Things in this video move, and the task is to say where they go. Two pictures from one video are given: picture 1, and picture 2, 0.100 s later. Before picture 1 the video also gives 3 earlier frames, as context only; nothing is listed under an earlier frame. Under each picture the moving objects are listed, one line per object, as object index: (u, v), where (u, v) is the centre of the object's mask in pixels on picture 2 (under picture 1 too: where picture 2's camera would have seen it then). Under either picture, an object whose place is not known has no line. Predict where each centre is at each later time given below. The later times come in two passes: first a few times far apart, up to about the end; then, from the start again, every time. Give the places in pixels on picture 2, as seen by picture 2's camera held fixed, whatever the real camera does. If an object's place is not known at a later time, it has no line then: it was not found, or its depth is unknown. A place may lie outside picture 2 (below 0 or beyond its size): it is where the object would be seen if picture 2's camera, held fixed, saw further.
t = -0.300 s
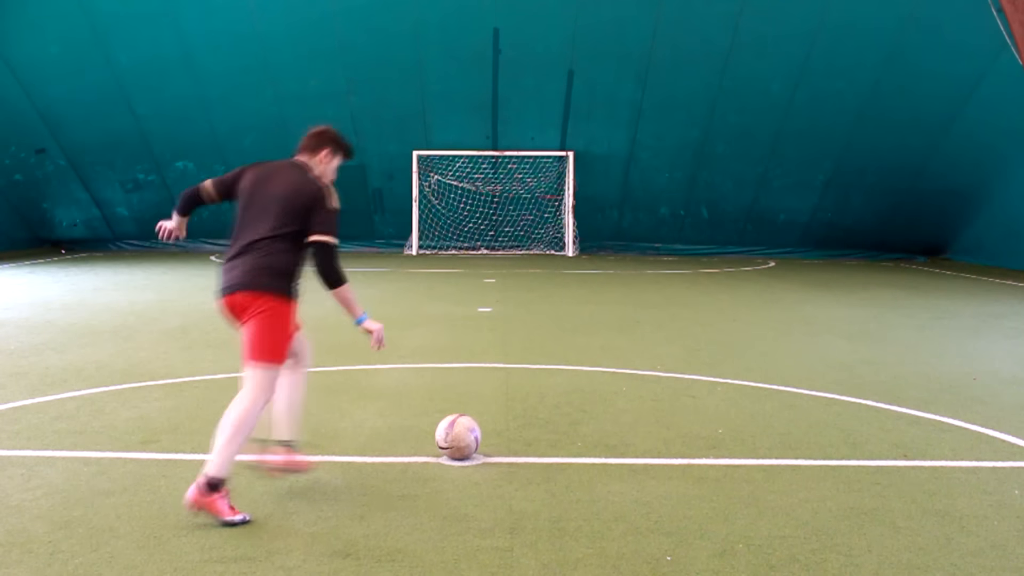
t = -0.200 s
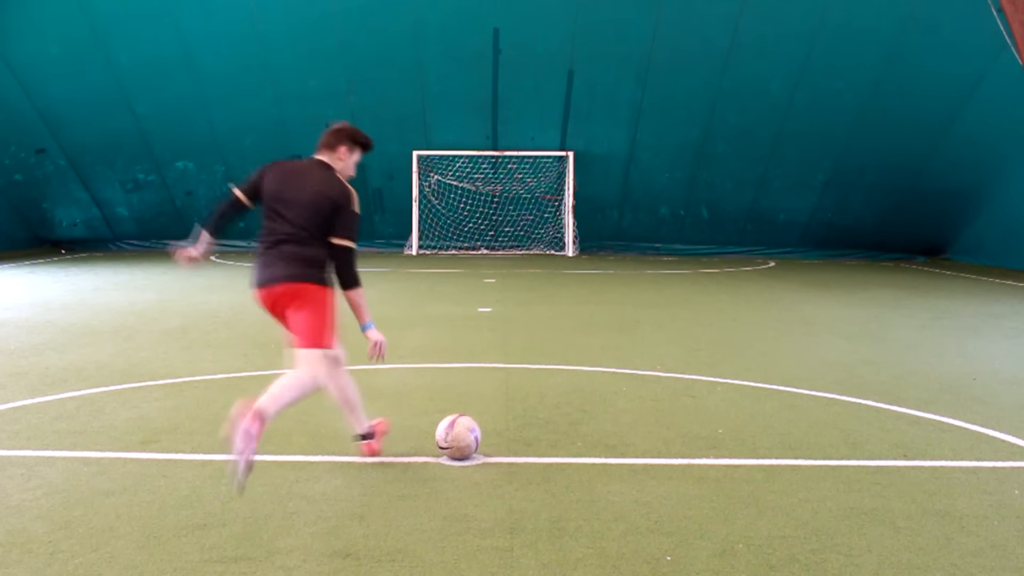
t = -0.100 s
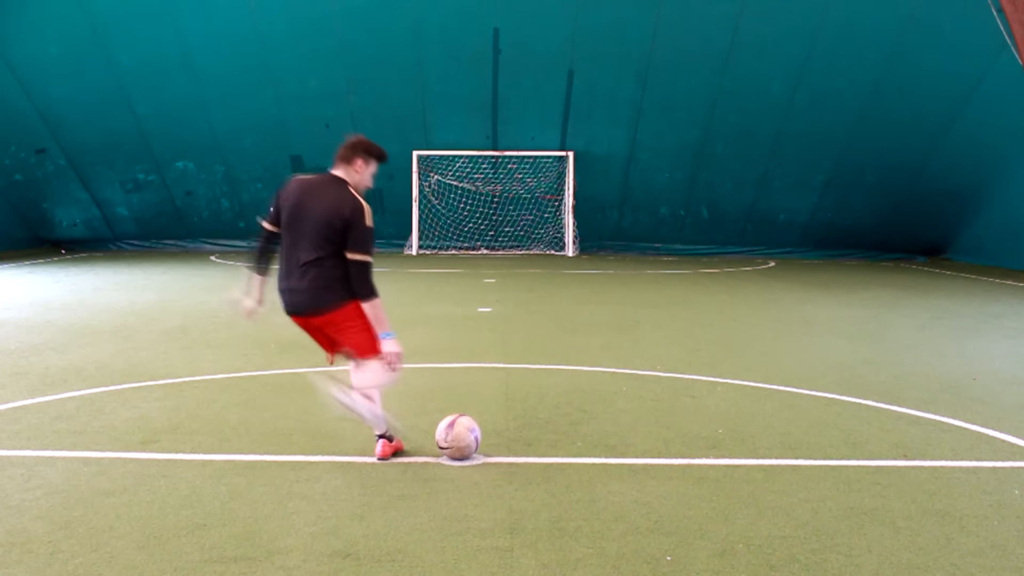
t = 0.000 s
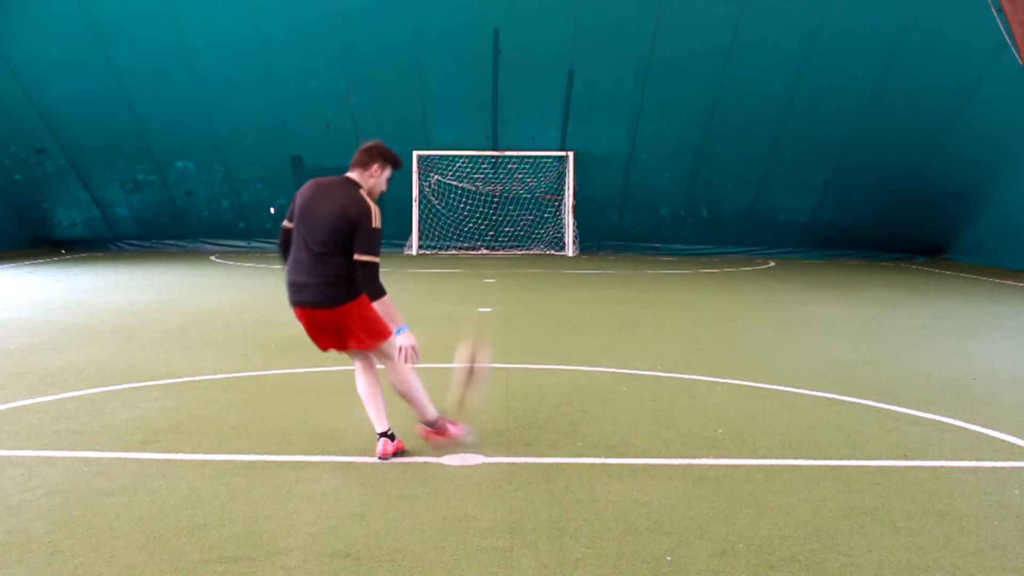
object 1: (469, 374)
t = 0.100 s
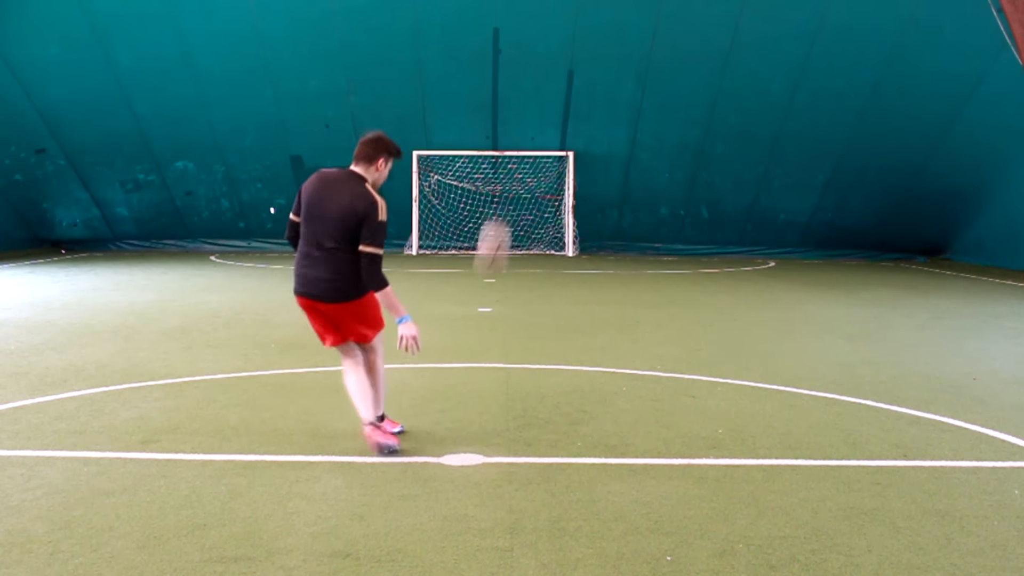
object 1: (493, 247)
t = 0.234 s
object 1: (509, 149)
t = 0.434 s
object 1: (517, 88)
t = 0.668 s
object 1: (516, 73)
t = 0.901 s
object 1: (512, 89)
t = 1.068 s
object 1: (508, 111)
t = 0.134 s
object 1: (499, 213)
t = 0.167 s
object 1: (502, 189)
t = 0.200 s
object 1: (506, 167)
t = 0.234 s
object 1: (509, 149)
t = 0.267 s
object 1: (511, 133)
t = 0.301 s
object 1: (513, 122)
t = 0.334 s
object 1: (515, 111)
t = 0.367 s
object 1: (516, 101)
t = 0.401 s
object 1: (516, 94)
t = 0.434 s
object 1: (517, 88)
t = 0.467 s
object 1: (517, 83)
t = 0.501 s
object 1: (517, 79)
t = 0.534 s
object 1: (517, 77)
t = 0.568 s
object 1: (517, 75)
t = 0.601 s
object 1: (517, 74)
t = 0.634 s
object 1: (517, 73)
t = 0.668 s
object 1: (516, 73)
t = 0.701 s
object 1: (516, 73)
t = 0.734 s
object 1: (515, 75)
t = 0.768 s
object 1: (515, 77)
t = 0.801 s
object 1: (514, 79)
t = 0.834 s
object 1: (514, 82)
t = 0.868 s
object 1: (513, 85)
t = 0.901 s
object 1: (512, 89)
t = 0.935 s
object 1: (511, 92)
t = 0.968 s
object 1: (511, 97)
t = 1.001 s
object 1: (510, 101)
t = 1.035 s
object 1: (509, 106)
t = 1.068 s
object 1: (508, 111)
